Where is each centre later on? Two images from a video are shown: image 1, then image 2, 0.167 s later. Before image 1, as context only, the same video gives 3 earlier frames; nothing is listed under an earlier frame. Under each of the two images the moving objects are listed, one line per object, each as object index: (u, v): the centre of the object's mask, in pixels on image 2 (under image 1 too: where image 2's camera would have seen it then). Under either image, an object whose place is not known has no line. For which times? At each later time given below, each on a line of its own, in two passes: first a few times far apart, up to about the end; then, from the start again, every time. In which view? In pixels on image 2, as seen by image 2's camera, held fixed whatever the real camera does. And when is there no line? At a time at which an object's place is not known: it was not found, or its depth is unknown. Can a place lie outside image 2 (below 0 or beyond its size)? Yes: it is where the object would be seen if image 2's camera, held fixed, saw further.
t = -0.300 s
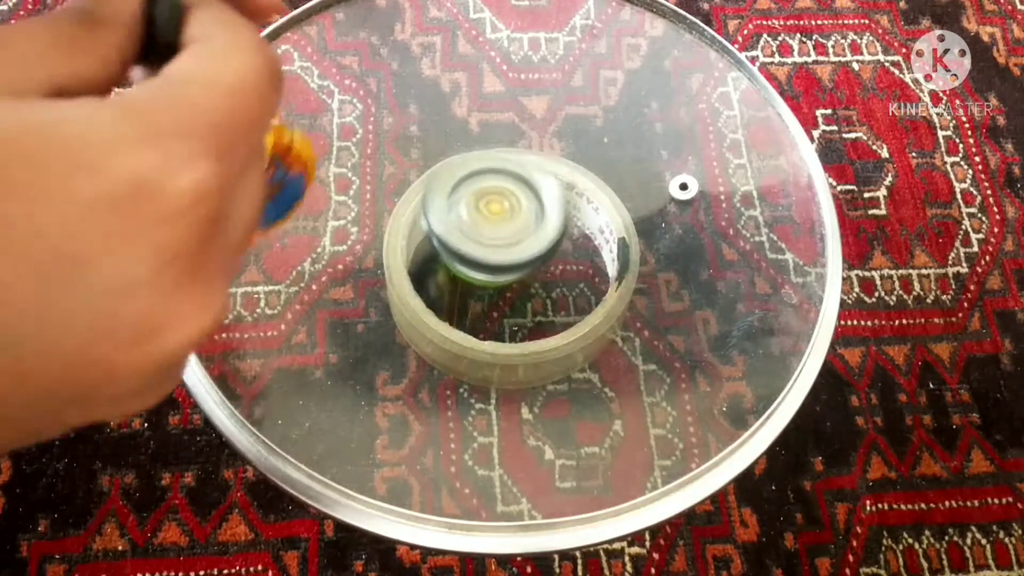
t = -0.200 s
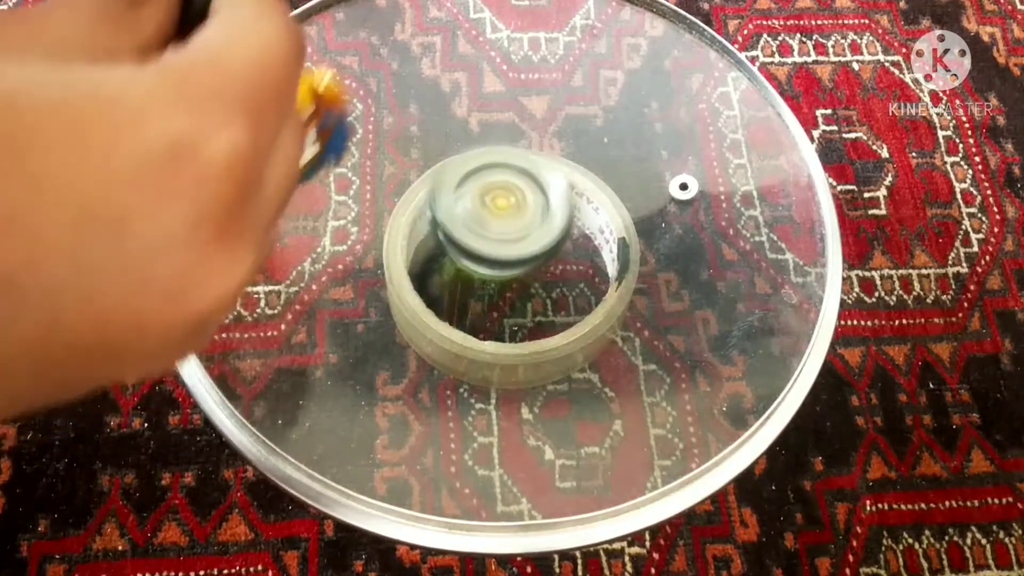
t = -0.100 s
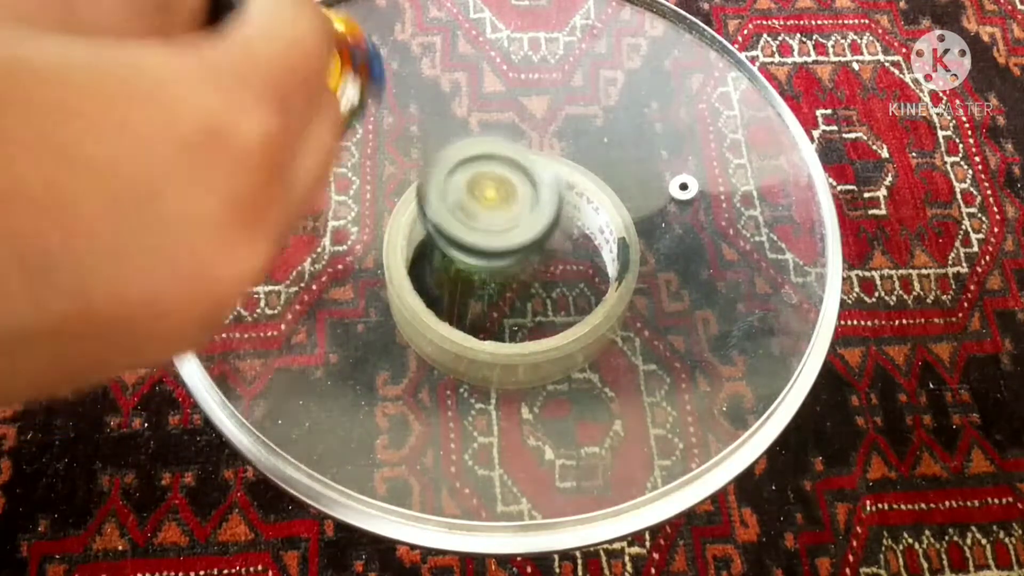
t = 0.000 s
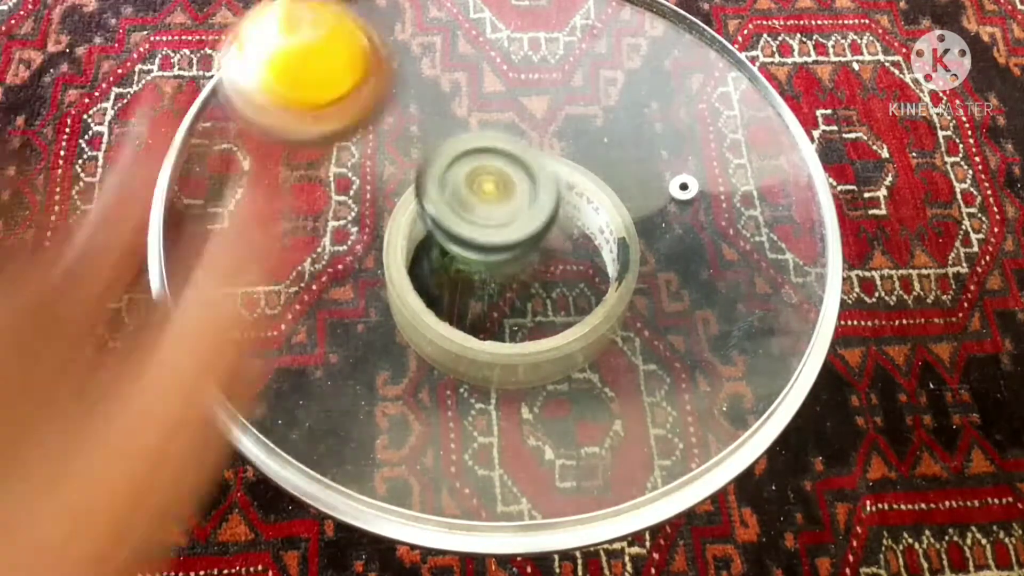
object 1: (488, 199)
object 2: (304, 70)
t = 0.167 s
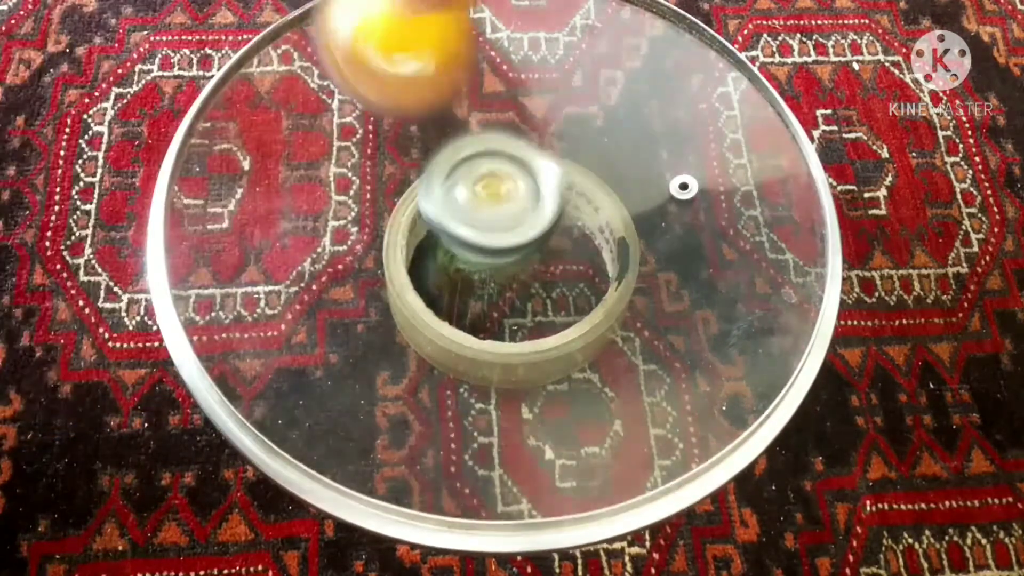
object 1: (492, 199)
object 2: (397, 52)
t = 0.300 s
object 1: (535, 202)
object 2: (414, 79)
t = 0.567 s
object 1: (573, 186)
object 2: (278, 116)
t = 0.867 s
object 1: (552, 178)
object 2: (393, 54)
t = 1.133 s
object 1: (627, 267)
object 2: (379, 146)
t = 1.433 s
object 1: (539, 180)
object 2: (219, 177)
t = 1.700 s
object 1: (514, 256)
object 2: (410, 113)
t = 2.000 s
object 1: (622, 325)
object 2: (434, 236)
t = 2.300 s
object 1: (503, 225)
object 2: (265, 219)
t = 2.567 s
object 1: (596, 253)
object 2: (408, 84)
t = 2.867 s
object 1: (743, 172)
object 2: (495, 258)
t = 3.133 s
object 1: (623, 99)
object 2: (244, 218)
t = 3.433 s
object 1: (518, 222)
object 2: (498, 31)
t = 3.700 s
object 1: (532, 275)
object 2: (706, 238)
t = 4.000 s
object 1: (310, 320)
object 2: (477, 381)
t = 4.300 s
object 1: (369, 152)
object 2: (470, 260)
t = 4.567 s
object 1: (422, 84)
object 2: (583, 161)
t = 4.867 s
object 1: (359, 161)
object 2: (664, 166)
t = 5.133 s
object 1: (417, 223)
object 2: (587, 179)
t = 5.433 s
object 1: (413, 234)
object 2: (602, 127)
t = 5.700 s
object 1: (430, 252)
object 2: (617, 87)
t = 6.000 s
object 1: (505, 238)
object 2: (583, 111)
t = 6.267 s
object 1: (530, 260)
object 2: (502, 108)
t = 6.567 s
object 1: (526, 234)
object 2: (403, 125)
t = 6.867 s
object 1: (510, 200)
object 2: (346, 150)
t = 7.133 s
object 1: (506, 183)
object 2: (339, 194)
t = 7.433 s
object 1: (516, 175)
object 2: (379, 254)
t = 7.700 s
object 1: (536, 178)
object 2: (449, 292)
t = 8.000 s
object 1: (537, 178)
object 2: (513, 313)
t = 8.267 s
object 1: (495, 177)
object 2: (558, 321)
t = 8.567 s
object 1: (440, 129)
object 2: (578, 318)
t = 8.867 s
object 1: (414, 128)
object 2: (567, 215)
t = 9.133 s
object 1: (409, 142)
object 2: (574, 143)
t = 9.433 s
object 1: (438, 196)
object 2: (559, 101)
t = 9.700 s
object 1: (496, 251)
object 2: (521, 109)
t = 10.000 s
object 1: (561, 280)
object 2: (465, 157)
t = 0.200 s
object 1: (497, 193)
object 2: (414, 60)
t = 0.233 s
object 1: (511, 197)
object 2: (417, 68)
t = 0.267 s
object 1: (525, 201)
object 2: (417, 73)
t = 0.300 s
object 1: (535, 202)
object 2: (414, 79)
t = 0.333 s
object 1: (544, 201)
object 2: (405, 88)
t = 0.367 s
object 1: (552, 200)
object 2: (393, 97)
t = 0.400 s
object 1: (559, 197)
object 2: (375, 106)
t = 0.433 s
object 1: (564, 194)
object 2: (357, 114)
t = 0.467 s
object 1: (567, 192)
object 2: (335, 119)
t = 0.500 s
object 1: (570, 190)
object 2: (315, 121)
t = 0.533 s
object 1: (572, 188)
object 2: (293, 119)
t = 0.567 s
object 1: (573, 186)
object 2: (278, 116)
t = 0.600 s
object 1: (574, 185)
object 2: (262, 109)
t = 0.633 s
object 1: (574, 183)
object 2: (254, 100)
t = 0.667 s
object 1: (574, 182)
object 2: (254, 89)
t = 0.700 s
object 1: (572, 180)
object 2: (257, 78)
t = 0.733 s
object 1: (570, 179)
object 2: (270, 69)
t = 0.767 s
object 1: (566, 178)
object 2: (293, 60)
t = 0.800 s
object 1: (562, 177)
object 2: (321, 56)
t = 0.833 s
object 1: (557, 177)
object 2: (359, 53)
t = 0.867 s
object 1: (552, 178)
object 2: (393, 54)
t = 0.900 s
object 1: (545, 179)
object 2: (424, 61)
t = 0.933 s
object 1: (556, 193)
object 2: (444, 68)
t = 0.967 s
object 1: (577, 223)
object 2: (442, 66)
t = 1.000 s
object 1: (599, 250)
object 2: (436, 69)
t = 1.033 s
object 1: (611, 265)
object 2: (429, 80)
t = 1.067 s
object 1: (620, 272)
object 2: (417, 99)
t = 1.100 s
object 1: (625, 273)
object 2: (400, 123)
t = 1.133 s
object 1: (627, 267)
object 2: (379, 146)
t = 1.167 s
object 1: (625, 258)
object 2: (355, 169)
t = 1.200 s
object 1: (618, 246)
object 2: (330, 189)
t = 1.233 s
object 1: (608, 233)
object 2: (304, 203)
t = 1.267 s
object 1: (595, 219)
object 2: (279, 212)
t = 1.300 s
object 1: (583, 205)
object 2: (256, 215)
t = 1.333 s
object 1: (574, 193)
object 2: (241, 214)
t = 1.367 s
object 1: (565, 184)
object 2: (229, 208)
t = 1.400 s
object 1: (553, 180)
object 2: (221, 195)
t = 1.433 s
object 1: (539, 180)
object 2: (219, 177)
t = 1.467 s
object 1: (524, 189)
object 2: (227, 157)
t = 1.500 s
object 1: (510, 201)
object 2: (245, 137)
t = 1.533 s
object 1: (503, 213)
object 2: (267, 120)
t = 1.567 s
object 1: (501, 220)
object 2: (295, 105)
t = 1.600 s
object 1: (502, 231)
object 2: (322, 96)
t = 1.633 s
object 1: (505, 237)
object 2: (356, 93)
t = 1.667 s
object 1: (510, 248)
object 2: (384, 99)
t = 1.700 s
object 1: (514, 256)
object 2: (410, 113)
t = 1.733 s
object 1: (524, 266)
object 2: (437, 132)
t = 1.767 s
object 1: (554, 292)
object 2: (441, 130)
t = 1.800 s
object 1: (581, 317)
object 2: (442, 131)
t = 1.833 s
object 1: (602, 334)
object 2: (444, 139)
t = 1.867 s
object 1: (616, 342)
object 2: (445, 155)
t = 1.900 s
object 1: (625, 343)
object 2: (445, 175)
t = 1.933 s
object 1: (628, 341)
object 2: (444, 196)
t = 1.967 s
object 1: (627, 334)
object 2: (441, 217)
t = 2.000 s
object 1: (622, 325)
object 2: (434, 236)
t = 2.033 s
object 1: (611, 313)
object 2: (422, 253)
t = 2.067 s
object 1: (598, 303)
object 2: (405, 266)
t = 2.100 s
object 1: (582, 291)
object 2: (386, 275)
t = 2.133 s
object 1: (569, 278)
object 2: (363, 280)
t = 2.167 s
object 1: (553, 268)
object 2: (338, 280)
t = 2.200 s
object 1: (537, 258)
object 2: (314, 274)
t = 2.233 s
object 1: (524, 247)
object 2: (295, 262)
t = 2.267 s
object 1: (512, 234)
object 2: (277, 244)
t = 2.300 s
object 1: (503, 225)
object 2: (265, 219)
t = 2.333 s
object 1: (494, 217)
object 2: (266, 192)
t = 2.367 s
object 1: (488, 206)
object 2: (282, 166)
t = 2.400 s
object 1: (485, 202)
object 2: (315, 146)
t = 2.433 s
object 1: (499, 204)
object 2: (340, 129)
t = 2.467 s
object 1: (515, 210)
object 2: (363, 118)
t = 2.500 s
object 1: (524, 213)
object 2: (394, 113)
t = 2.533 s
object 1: (546, 223)
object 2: (413, 103)
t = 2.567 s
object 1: (596, 253)
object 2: (408, 84)
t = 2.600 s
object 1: (631, 264)
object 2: (409, 72)
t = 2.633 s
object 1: (660, 271)
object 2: (417, 67)
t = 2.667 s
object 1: (679, 271)
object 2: (433, 72)
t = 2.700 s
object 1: (693, 266)
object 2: (457, 84)
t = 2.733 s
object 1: (702, 252)
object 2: (486, 105)
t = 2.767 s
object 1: (706, 234)
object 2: (512, 137)
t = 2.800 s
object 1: (704, 216)
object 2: (536, 174)
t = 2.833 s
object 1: (718, 196)
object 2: (526, 222)
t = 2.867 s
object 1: (743, 172)
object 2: (495, 258)
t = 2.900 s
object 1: (754, 151)
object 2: (446, 291)
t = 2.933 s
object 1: (755, 130)
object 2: (397, 314)
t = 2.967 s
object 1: (744, 115)
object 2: (349, 326)
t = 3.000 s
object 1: (732, 102)
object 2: (299, 327)
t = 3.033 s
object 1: (708, 95)
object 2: (261, 314)
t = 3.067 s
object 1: (684, 90)
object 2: (226, 294)
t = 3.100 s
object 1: (652, 93)
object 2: (230, 252)
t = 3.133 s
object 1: (623, 99)
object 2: (244, 218)
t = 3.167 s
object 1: (592, 104)
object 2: (262, 181)
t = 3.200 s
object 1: (564, 112)
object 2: (294, 141)
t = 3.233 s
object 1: (537, 125)
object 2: (332, 106)
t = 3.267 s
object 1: (518, 140)
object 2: (372, 76)
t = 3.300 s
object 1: (520, 158)
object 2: (388, 53)
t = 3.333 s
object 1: (521, 178)
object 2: (405, 42)
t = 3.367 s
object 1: (520, 199)
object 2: (433, 33)
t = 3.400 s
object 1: (518, 212)
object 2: (461, 29)
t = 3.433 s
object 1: (518, 222)
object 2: (498, 31)
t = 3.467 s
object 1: (520, 238)
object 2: (534, 35)
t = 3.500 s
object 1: (523, 249)
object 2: (572, 45)
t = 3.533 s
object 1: (527, 257)
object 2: (608, 58)
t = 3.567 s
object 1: (530, 265)
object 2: (639, 78)
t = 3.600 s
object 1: (534, 271)
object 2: (663, 107)
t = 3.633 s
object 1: (538, 274)
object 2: (688, 149)
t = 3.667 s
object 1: (540, 275)
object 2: (700, 193)
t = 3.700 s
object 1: (532, 275)
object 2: (706, 238)
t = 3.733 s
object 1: (496, 271)
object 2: (733, 276)
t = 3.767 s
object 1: (460, 279)
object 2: (749, 309)
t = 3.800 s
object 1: (428, 286)
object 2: (754, 344)
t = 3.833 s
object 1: (402, 290)
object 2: (717, 361)
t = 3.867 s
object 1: (380, 297)
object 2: (672, 380)
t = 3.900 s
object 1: (359, 304)
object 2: (621, 391)
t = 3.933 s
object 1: (343, 312)
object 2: (565, 395)
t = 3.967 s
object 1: (331, 317)
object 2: (511, 390)
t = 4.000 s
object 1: (310, 320)
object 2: (477, 381)
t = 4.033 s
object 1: (264, 306)
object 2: (475, 374)
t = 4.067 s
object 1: (249, 284)
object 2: (469, 365)
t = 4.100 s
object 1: (264, 266)
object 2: (463, 355)
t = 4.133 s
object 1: (280, 246)
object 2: (459, 343)
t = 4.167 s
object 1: (297, 224)
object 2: (457, 329)
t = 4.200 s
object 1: (315, 206)
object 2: (458, 314)
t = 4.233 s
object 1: (335, 185)
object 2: (460, 296)
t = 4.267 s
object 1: (352, 167)
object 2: (463, 279)
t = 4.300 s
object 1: (369, 152)
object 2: (470, 260)
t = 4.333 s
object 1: (384, 138)
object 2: (480, 244)
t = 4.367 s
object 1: (397, 125)
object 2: (490, 228)
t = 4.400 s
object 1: (406, 111)
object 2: (503, 214)
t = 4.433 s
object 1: (414, 99)
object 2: (517, 200)
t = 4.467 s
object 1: (419, 90)
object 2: (533, 185)
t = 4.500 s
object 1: (423, 83)
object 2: (548, 177)
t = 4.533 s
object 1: (423, 81)
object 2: (566, 168)
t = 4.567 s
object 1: (422, 84)
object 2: (583, 161)
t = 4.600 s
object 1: (418, 92)
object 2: (599, 155)
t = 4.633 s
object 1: (410, 101)
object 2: (614, 151)
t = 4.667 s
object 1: (400, 111)
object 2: (626, 149)
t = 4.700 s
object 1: (389, 120)
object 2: (639, 151)
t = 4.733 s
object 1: (379, 129)
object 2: (648, 152)
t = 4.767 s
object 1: (372, 136)
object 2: (657, 156)
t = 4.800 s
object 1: (366, 145)
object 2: (662, 160)
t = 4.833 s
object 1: (362, 153)
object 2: (663, 163)
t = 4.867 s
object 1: (359, 161)
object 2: (664, 166)
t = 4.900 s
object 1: (359, 171)
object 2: (663, 170)
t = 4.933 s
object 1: (360, 183)
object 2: (658, 173)
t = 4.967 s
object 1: (365, 195)
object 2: (651, 175)
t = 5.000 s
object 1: (373, 204)
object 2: (643, 177)
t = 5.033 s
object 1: (383, 211)
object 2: (631, 178)
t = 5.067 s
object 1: (395, 218)
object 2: (617, 179)
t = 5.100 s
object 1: (406, 220)
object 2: (601, 180)
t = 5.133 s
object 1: (417, 223)
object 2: (587, 179)
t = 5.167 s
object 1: (421, 226)
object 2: (578, 176)
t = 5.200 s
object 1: (405, 232)
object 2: (585, 164)
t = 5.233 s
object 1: (394, 237)
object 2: (592, 153)
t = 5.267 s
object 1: (388, 241)
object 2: (599, 144)
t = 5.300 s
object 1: (387, 242)
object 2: (602, 138)
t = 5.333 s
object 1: (390, 241)
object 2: (605, 134)
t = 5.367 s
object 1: (395, 239)
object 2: (607, 132)
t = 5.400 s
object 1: (404, 236)
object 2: (604, 129)
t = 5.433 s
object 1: (413, 234)
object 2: (602, 127)
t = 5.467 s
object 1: (422, 231)
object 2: (598, 126)
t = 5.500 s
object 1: (433, 225)
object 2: (593, 125)
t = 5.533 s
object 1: (444, 221)
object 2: (587, 126)
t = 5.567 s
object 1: (454, 218)
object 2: (581, 126)
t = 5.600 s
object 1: (445, 227)
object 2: (591, 111)
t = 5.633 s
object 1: (436, 237)
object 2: (601, 99)
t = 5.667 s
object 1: (430, 246)
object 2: (609, 91)
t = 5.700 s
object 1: (430, 252)
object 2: (617, 87)
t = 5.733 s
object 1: (433, 255)
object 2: (621, 84)
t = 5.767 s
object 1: (439, 256)
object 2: (622, 85)
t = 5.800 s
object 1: (448, 255)
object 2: (622, 86)
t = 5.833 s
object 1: (458, 254)
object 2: (620, 89)
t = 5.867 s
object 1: (473, 253)
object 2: (617, 92)
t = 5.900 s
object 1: (482, 248)
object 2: (610, 97)
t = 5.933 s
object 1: (493, 245)
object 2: (603, 103)
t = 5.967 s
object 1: (501, 236)
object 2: (592, 109)
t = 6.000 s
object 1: (505, 238)
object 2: (583, 111)
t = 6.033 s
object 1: (507, 248)
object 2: (575, 107)
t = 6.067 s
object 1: (509, 253)
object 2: (566, 104)
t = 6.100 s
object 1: (513, 257)
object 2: (558, 103)
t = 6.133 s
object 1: (517, 259)
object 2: (547, 103)
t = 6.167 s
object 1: (521, 261)
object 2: (536, 104)
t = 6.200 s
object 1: (525, 261)
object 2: (526, 104)
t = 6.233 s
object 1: (528, 260)
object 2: (513, 106)
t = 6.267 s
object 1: (530, 260)
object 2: (502, 108)
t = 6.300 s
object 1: (531, 258)
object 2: (491, 110)
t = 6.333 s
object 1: (533, 256)
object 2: (480, 111)
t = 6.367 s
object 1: (533, 254)
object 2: (468, 113)
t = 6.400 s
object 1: (532, 250)
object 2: (456, 115)
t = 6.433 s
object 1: (531, 248)
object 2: (445, 117)
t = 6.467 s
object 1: (531, 245)
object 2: (435, 119)
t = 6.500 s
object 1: (529, 241)
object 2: (424, 121)
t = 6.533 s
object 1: (527, 237)
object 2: (413, 123)
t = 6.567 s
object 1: (526, 234)
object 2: (403, 125)
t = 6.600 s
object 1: (524, 230)
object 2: (395, 127)
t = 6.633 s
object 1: (524, 226)
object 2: (387, 129)
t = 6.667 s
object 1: (524, 223)
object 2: (377, 131)
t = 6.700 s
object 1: (523, 220)
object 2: (370, 133)
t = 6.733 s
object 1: (521, 215)
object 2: (364, 135)
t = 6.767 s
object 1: (518, 210)
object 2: (360, 138)
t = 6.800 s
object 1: (515, 206)
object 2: (355, 143)
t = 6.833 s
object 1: (512, 202)
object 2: (351, 146)
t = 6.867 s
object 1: (510, 200)
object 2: (346, 150)
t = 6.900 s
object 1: (510, 197)
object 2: (339, 155)
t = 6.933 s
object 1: (511, 194)
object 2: (335, 158)
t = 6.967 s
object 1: (511, 190)
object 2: (334, 162)
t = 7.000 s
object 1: (509, 189)
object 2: (334, 168)
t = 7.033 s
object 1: (508, 188)
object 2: (333, 173)
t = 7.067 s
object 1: (507, 186)
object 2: (335, 180)
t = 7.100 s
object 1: (506, 184)
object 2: (338, 187)
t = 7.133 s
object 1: (506, 183)
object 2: (339, 194)
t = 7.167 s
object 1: (508, 180)
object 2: (340, 200)
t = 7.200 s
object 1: (508, 179)
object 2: (341, 206)
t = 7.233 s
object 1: (508, 179)
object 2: (344, 213)
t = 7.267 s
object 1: (508, 179)
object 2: (349, 221)
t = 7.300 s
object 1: (509, 178)
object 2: (354, 228)
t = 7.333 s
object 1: (510, 178)
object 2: (360, 234)
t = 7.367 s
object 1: (512, 178)
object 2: (367, 240)
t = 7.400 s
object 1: (514, 175)
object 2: (372, 248)
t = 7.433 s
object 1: (516, 175)
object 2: (379, 254)
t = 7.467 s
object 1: (517, 178)
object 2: (388, 259)
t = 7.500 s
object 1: (519, 179)
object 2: (395, 264)
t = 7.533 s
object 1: (522, 177)
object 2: (402, 269)
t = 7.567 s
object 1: (526, 179)
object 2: (411, 273)
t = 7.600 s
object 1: (530, 179)
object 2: (420, 279)
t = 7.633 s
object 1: (532, 179)
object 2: (430, 284)
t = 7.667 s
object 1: (534, 178)
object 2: (439, 289)
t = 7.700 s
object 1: (536, 178)
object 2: (449, 292)
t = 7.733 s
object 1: (537, 179)
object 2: (457, 298)
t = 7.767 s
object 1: (540, 177)
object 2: (464, 305)
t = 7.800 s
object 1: (541, 176)
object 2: (471, 309)
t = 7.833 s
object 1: (541, 176)
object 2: (479, 312)
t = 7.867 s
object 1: (541, 175)
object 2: (485, 314)
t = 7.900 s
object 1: (541, 176)
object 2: (495, 315)
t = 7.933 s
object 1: (540, 176)
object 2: (501, 315)
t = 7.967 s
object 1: (538, 177)
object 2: (507, 314)
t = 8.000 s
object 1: (537, 178)
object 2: (513, 313)
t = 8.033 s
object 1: (534, 174)
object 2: (521, 319)
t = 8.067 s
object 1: (530, 171)
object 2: (527, 323)
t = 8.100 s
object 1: (524, 169)
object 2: (532, 323)
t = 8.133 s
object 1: (517, 171)
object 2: (536, 323)
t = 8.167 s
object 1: (511, 172)
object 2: (539, 320)
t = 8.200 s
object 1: (506, 176)
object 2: (543, 316)
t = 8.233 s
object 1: (501, 178)
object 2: (547, 311)
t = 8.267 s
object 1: (495, 177)
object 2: (558, 321)
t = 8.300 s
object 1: (484, 160)
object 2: (574, 338)
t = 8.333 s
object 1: (472, 147)
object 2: (582, 348)
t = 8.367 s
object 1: (463, 139)
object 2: (585, 352)
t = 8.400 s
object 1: (455, 136)
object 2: (587, 352)
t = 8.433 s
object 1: (450, 134)
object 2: (587, 350)
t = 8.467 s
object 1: (446, 132)
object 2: (586, 344)
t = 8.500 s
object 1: (443, 131)
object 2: (584, 336)
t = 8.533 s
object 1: (441, 130)
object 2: (581, 328)
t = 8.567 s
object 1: (440, 129)
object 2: (578, 318)
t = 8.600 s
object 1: (438, 127)
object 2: (576, 308)
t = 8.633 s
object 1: (435, 126)
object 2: (574, 296)
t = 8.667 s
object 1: (434, 127)
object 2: (570, 282)
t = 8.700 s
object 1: (432, 128)
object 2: (565, 268)
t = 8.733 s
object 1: (432, 130)
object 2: (561, 256)
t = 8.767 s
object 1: (433, 133)
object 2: (556, 243)
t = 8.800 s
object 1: (434, 136)
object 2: (553, 230)
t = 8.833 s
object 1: (427, 133)
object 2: (559, 222)
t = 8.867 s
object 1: (414, 128)
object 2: (567, 215)
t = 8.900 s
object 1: (407, 127)
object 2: (571, 208)
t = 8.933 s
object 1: (403, 129)
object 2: (572, 199)
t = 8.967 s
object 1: (402, 132)
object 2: (574, 189)
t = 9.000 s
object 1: (404, 134)
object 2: (574, 180)
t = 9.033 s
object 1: (405, 135)
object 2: (574, 171)
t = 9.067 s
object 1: (406, 137)
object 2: (574, 160)
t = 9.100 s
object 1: (407, 139)
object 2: (575, 151)
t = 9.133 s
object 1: (409, 142)
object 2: (574, 143)
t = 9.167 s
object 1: (412, 147)
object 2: (574, 135)
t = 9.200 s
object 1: (414, 150)
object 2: (574, 127)
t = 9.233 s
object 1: (415, 154)
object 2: (574, 121)
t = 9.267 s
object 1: (419, 161)
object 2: (573, 116)
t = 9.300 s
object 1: (423, 167)
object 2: (571, 111)
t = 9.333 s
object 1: (425, 172)
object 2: (569, 108)
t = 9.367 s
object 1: (429, 181)
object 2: (567, 106)
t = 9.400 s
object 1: (434, 189)
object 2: (563, 103)
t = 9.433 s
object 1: (438, 196)
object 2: (559, 101)
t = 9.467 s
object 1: (443, 202)
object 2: (556, 100)
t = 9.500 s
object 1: (450, 211)
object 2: (552, 99)
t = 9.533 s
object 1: (456, 218)
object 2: (548, 100)
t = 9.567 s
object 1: (464, 223)
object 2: (543, 101)
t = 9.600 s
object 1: (470, 229)
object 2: (538, 102)
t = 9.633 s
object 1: (480, 239)
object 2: (533, 104)
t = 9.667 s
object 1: (487, 247)
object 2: (528, 106)
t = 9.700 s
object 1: (496, 251)
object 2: (521, 109)
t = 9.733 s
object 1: (505, 256)
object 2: (515, 114)
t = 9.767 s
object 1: (515, 263)
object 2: (509, 117)
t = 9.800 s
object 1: (524, 267)
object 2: (504, 122)
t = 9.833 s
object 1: (532, 270)
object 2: (498, 128)
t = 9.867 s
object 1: (540, 272)
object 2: (491, 133)
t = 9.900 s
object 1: (548, 276)
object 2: (485, 139)
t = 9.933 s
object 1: (554, 279)
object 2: (477, 144)
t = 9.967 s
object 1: (558, 279)
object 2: (470, 150)
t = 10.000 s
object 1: (561, 280)
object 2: (465, 157)
